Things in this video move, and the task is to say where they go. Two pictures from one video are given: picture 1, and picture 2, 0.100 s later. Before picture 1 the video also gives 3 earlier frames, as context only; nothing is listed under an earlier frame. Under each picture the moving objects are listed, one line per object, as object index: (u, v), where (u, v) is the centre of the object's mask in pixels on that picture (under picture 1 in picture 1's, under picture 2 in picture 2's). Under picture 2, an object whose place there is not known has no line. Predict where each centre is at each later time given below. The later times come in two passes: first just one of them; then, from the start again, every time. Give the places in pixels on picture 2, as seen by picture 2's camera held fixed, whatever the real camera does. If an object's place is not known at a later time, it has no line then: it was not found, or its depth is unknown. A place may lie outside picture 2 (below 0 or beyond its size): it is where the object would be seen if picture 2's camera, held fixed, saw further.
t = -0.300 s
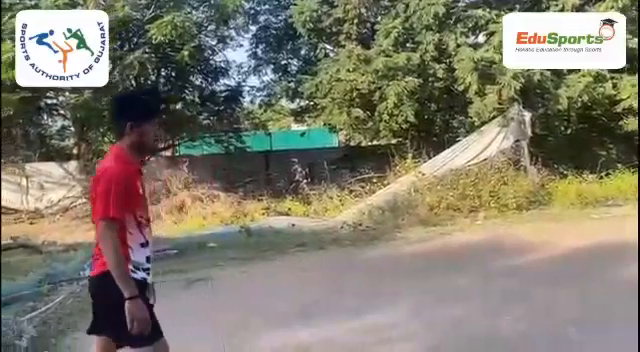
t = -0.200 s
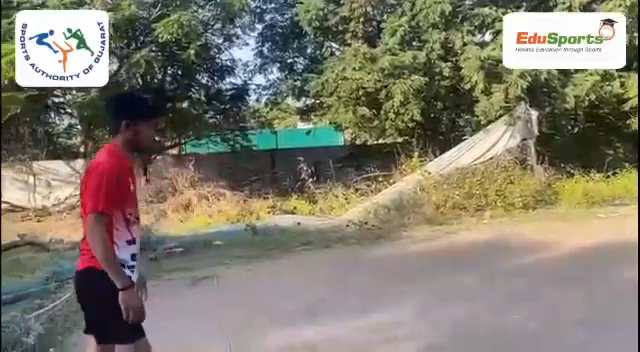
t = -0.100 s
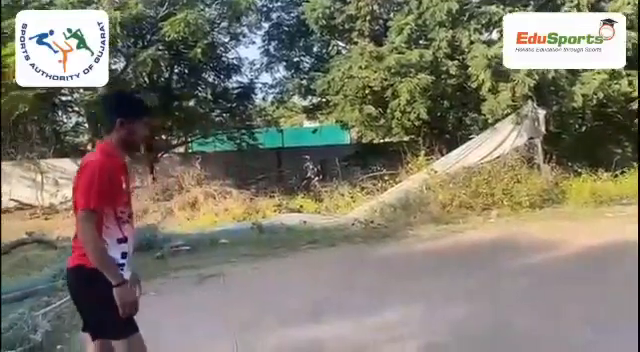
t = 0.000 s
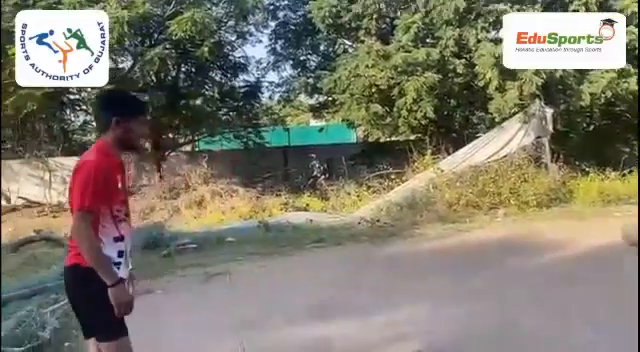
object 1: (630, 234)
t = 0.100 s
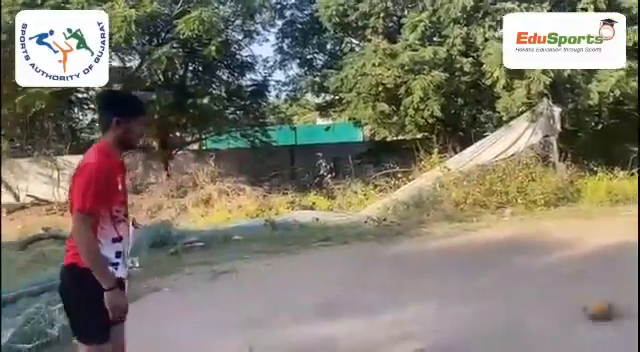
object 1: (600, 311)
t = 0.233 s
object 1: (548, 243)
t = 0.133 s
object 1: (586, 296)
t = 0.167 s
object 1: (573, 279)
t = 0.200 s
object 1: (562, 261)
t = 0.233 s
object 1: (548, 243)
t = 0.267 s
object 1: (534, 230)
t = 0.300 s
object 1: (520, 218)
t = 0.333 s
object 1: (507, 206)
